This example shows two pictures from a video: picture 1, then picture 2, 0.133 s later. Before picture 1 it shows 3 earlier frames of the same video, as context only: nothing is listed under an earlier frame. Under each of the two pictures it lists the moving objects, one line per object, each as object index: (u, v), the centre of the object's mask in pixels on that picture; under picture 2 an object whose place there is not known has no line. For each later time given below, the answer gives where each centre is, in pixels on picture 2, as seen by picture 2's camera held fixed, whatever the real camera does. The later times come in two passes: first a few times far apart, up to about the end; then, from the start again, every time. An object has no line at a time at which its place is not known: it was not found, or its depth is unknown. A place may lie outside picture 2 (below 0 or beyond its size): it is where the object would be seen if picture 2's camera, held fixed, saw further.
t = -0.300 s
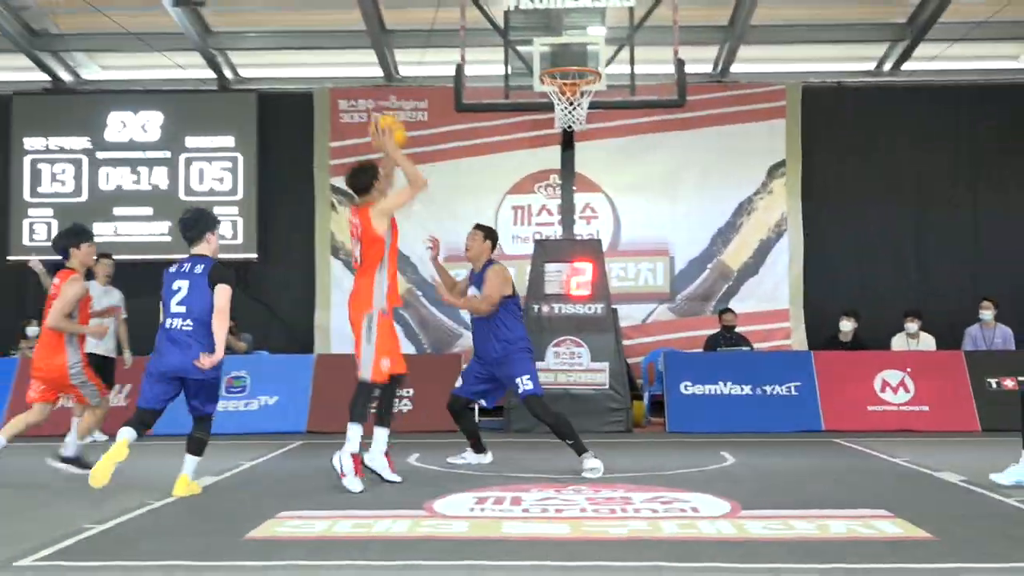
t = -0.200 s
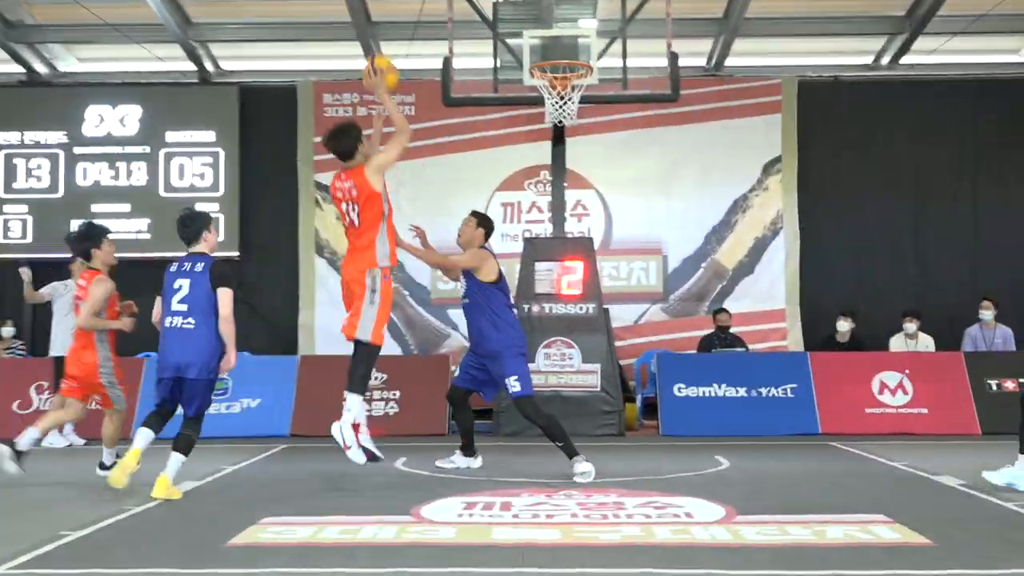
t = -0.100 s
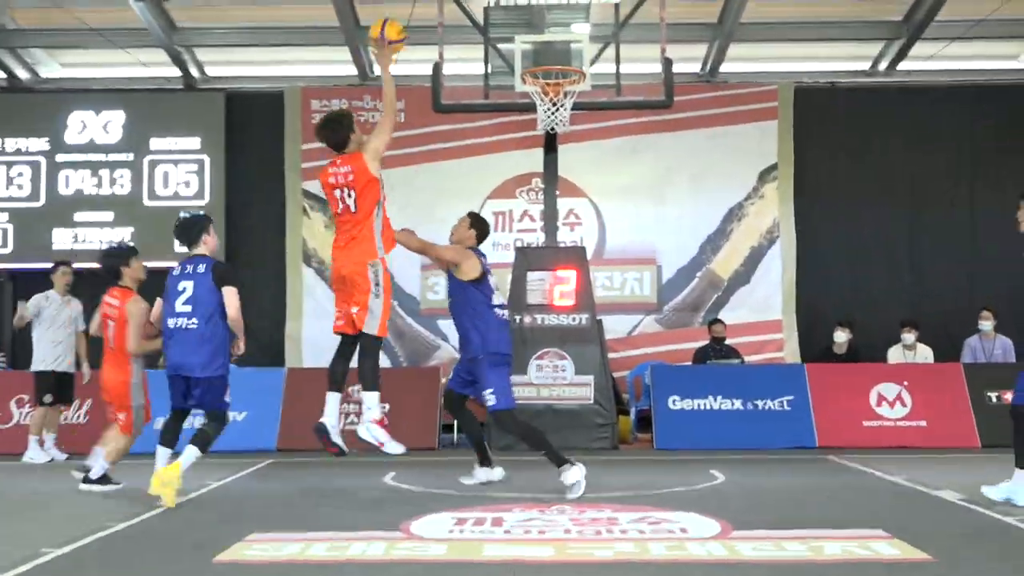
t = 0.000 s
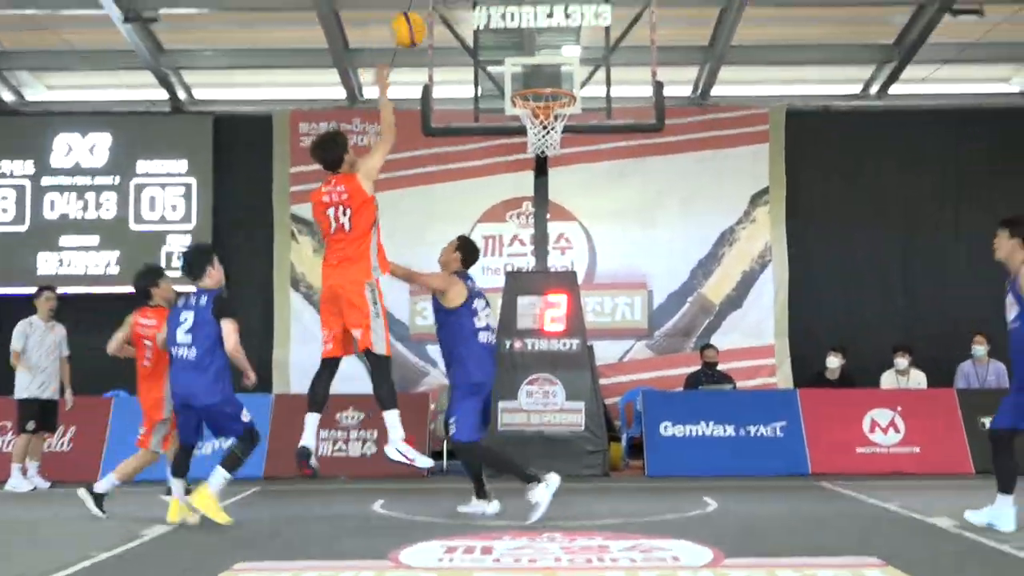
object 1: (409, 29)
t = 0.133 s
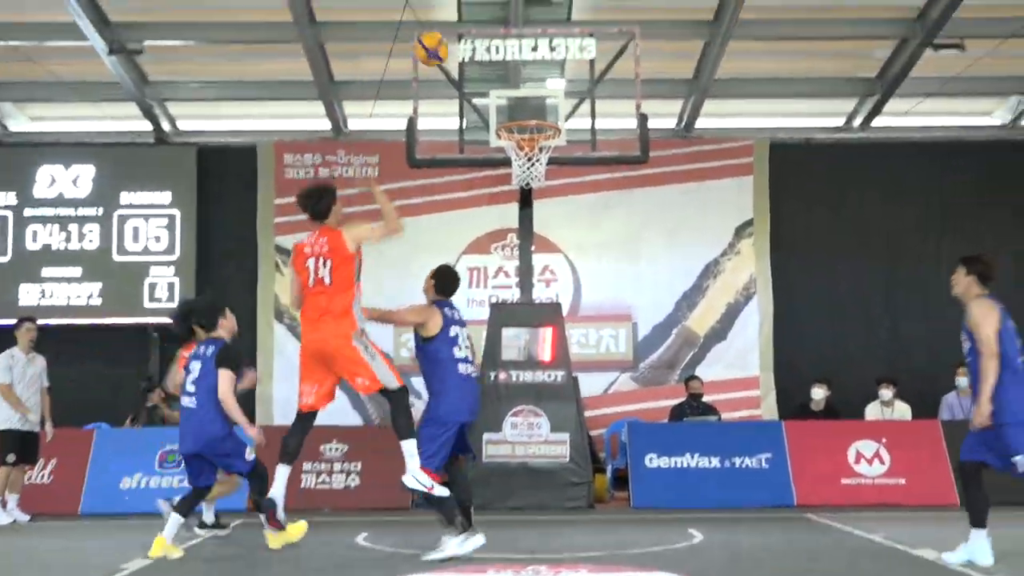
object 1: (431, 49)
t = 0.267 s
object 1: (468, 62)
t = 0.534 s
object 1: (536, 130)
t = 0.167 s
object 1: (440, 50)
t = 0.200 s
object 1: (450, 52)
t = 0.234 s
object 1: (459, 57)
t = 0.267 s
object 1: (468, 62)
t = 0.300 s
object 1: (476, 67)
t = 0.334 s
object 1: (484, 76)
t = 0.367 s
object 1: (493, 84)
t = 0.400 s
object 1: (501, 95)
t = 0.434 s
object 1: (508, 107)
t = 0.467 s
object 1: (515, 118)
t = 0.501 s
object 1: (524, 125)
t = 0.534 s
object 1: (536, 130)
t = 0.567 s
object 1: (542, 133)
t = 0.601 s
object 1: (538, 133)
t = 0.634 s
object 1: (533, 135)
